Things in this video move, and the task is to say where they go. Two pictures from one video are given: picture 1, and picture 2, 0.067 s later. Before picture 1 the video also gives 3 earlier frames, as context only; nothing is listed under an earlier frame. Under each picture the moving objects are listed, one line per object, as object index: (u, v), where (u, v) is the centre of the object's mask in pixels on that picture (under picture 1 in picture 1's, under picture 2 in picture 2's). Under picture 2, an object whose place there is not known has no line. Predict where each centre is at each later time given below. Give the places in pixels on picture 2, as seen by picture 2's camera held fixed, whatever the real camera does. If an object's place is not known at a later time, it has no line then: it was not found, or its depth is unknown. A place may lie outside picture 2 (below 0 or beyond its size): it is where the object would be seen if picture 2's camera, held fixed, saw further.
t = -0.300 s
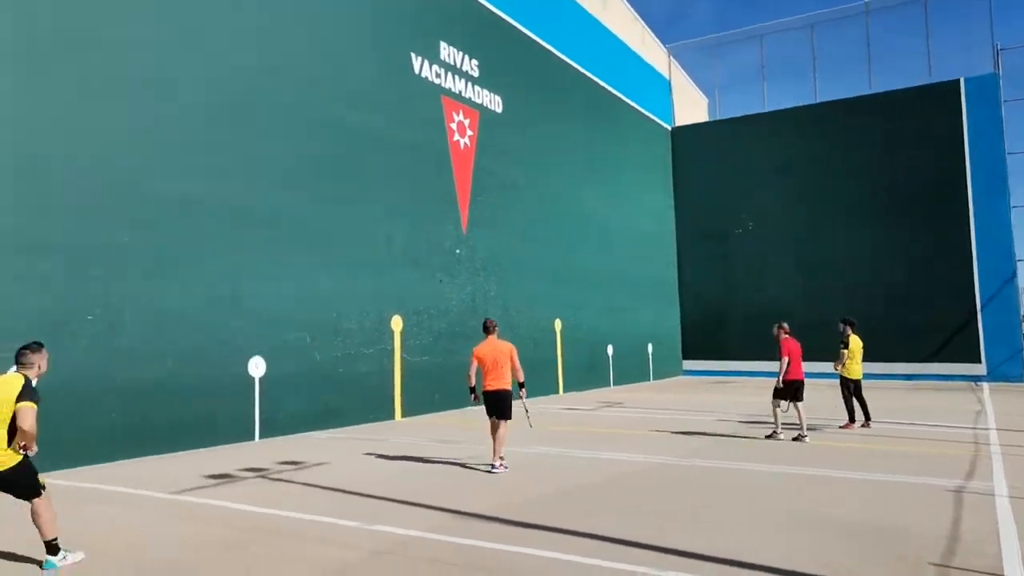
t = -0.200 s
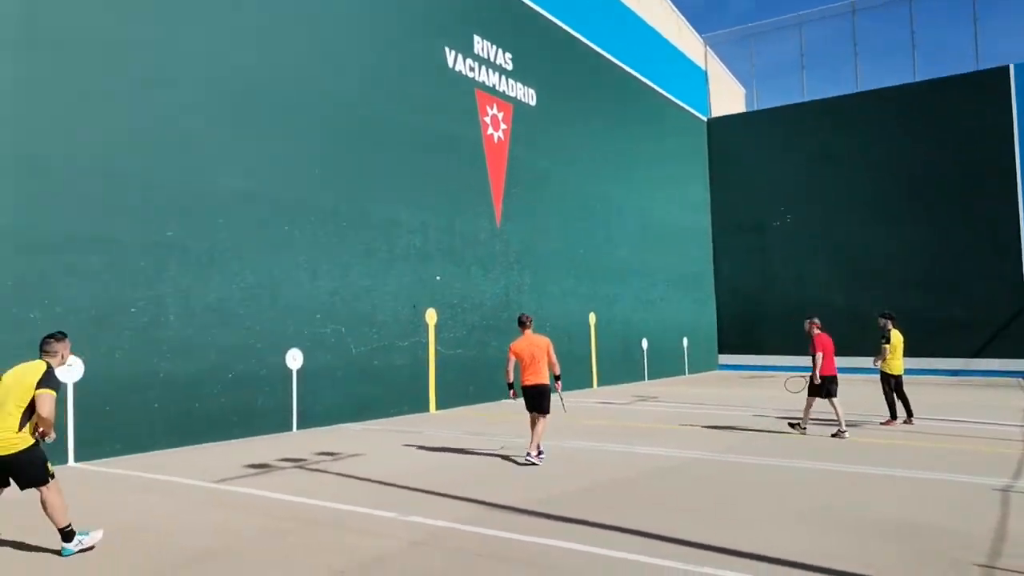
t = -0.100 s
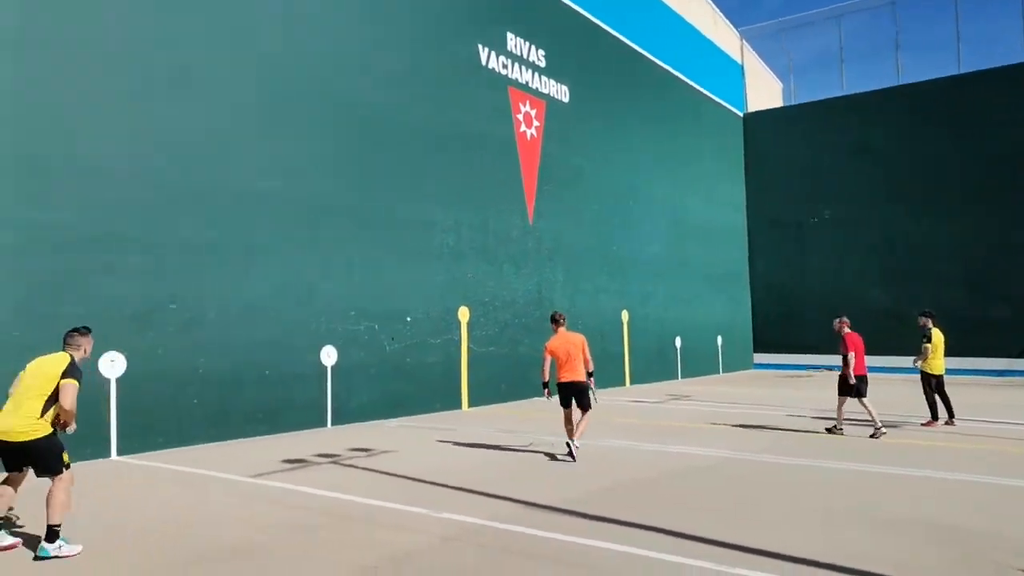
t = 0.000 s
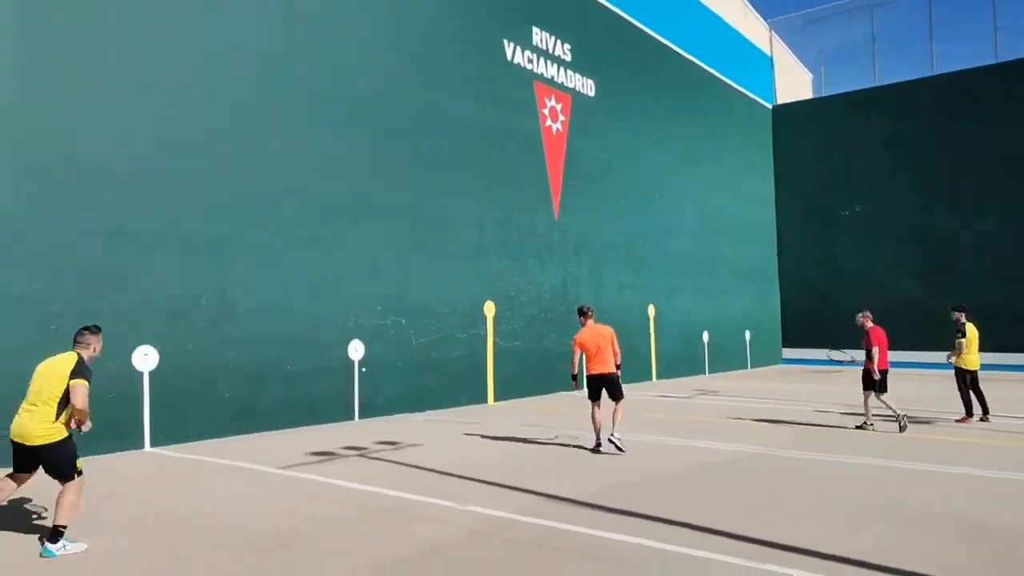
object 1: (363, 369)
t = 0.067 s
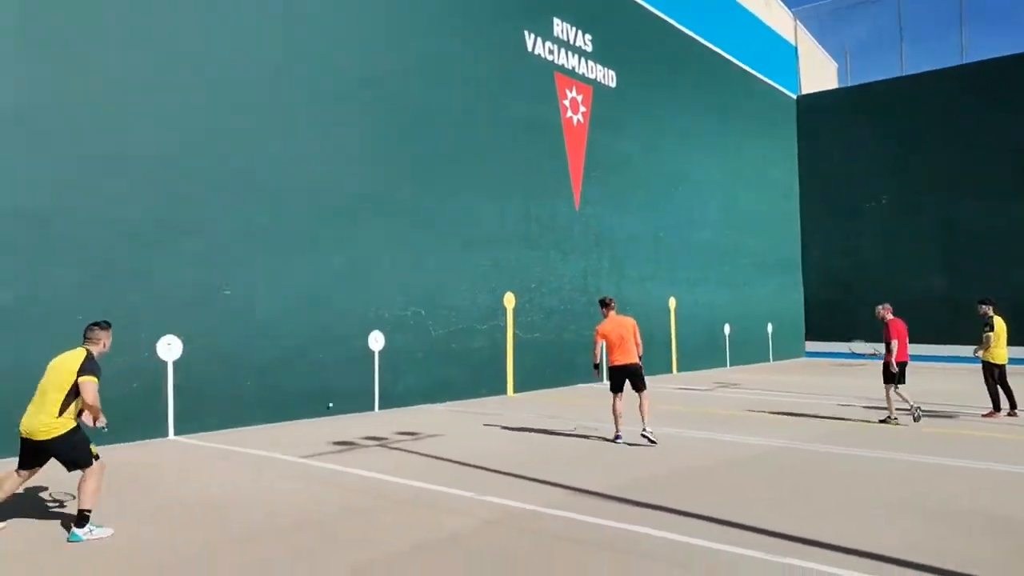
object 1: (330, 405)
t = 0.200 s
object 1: (273, 359)
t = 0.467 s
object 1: (155, 234)
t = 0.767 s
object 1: (-37, 117)
